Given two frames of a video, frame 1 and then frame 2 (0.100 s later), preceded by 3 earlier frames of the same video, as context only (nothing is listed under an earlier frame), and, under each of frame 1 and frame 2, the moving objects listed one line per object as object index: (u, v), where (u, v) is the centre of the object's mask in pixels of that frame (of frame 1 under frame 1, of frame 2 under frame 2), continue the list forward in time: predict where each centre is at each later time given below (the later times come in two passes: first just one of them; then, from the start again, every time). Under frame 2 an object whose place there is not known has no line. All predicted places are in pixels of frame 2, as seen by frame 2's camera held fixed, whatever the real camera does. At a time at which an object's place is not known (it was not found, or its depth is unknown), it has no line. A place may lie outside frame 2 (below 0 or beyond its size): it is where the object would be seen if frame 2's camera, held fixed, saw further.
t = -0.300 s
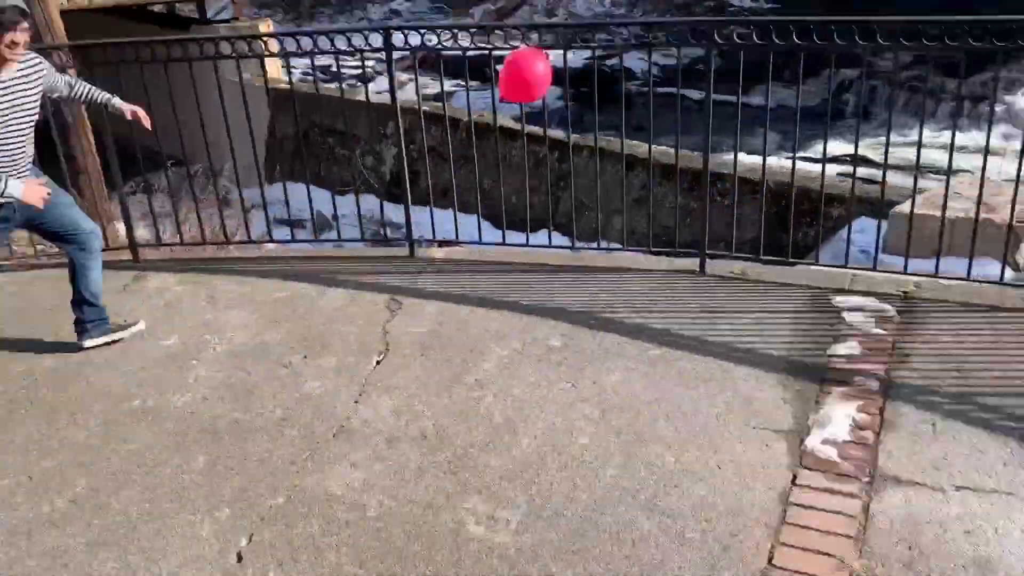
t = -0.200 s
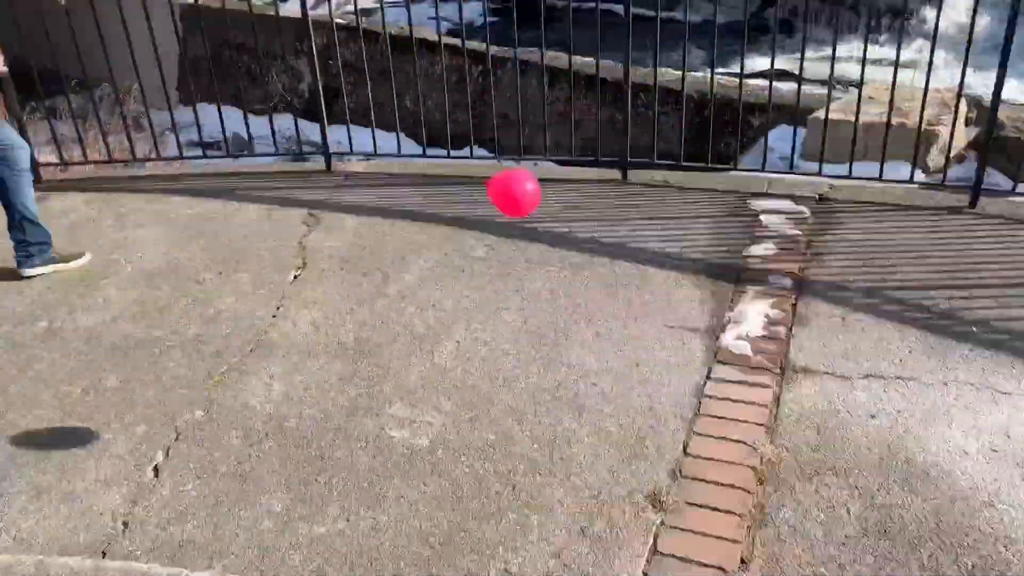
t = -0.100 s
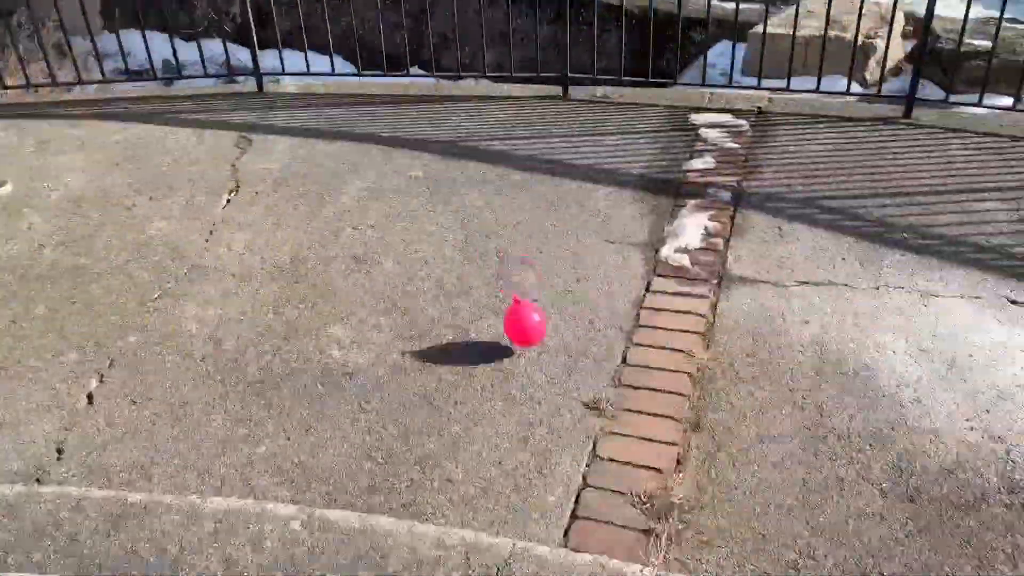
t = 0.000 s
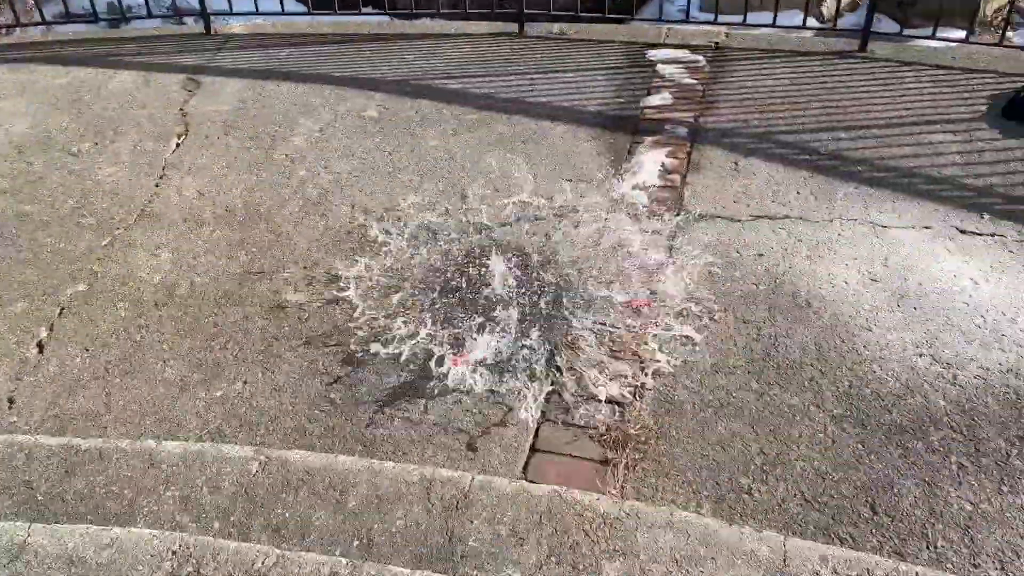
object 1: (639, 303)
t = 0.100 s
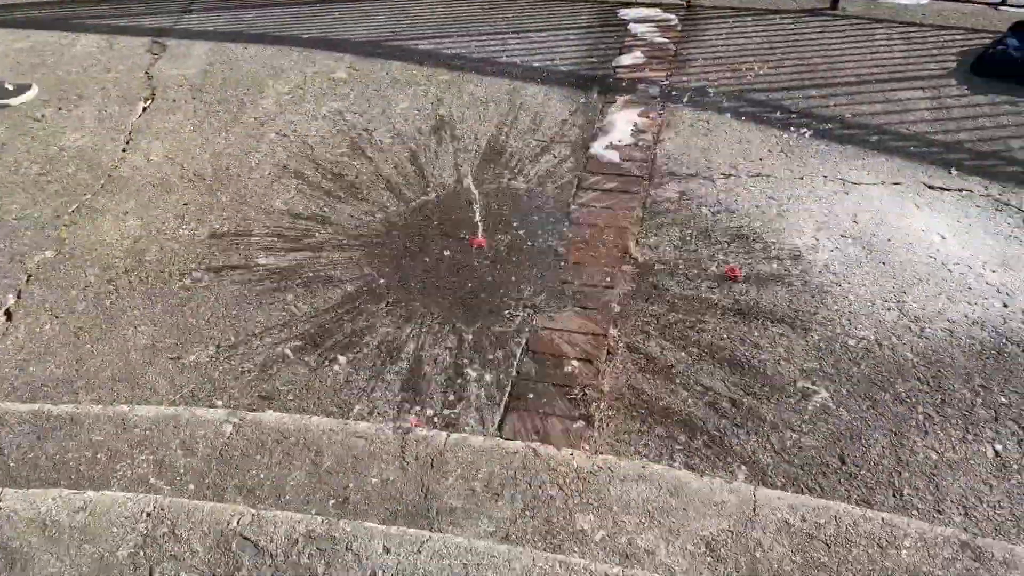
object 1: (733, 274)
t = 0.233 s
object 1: (800, 279)
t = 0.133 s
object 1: (765, 278)
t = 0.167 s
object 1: (781, 279)
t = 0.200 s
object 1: (788, 280)
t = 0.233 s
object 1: (800, 279)
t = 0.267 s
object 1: (810, 282)
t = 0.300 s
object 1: (817, 286)
